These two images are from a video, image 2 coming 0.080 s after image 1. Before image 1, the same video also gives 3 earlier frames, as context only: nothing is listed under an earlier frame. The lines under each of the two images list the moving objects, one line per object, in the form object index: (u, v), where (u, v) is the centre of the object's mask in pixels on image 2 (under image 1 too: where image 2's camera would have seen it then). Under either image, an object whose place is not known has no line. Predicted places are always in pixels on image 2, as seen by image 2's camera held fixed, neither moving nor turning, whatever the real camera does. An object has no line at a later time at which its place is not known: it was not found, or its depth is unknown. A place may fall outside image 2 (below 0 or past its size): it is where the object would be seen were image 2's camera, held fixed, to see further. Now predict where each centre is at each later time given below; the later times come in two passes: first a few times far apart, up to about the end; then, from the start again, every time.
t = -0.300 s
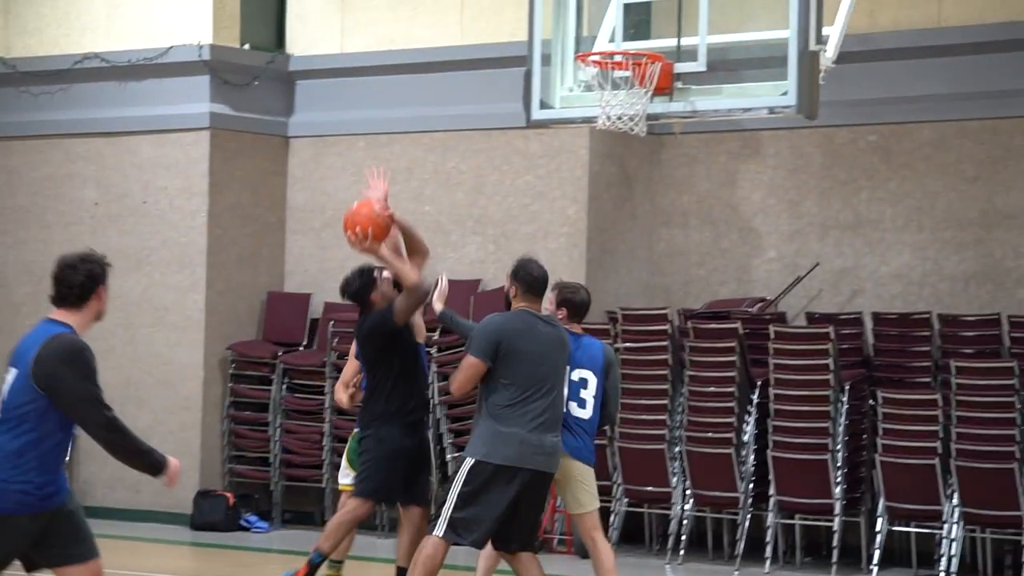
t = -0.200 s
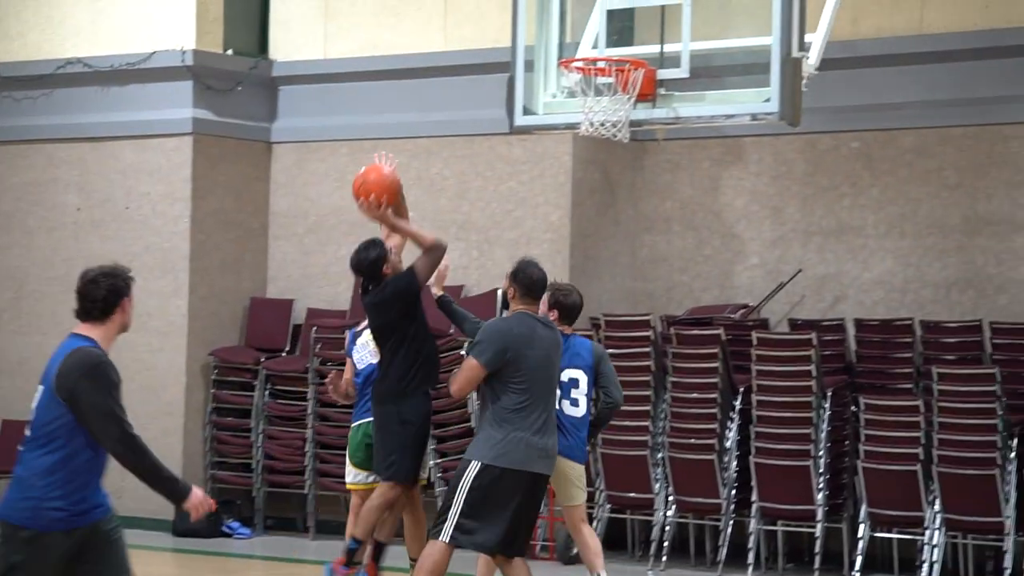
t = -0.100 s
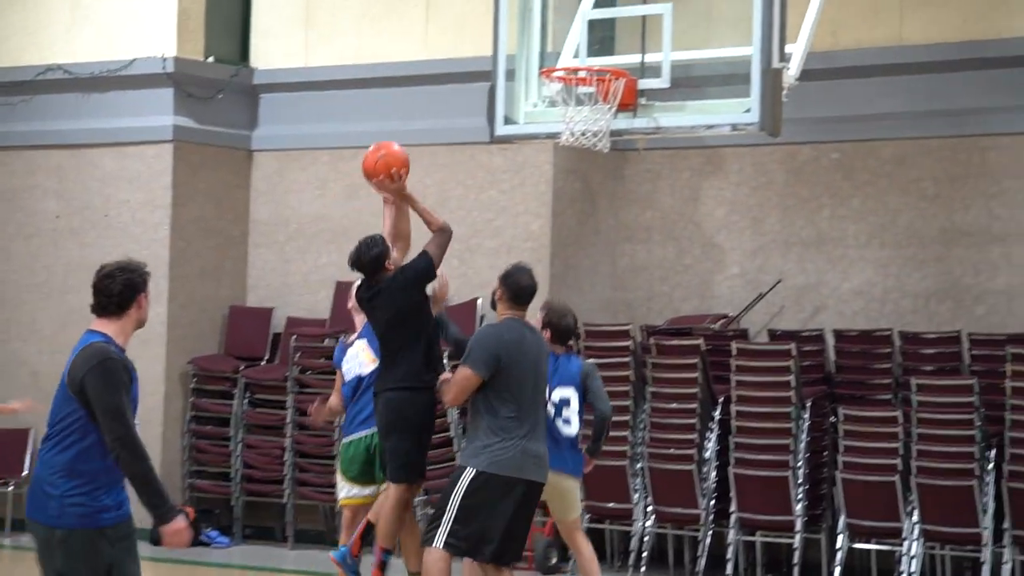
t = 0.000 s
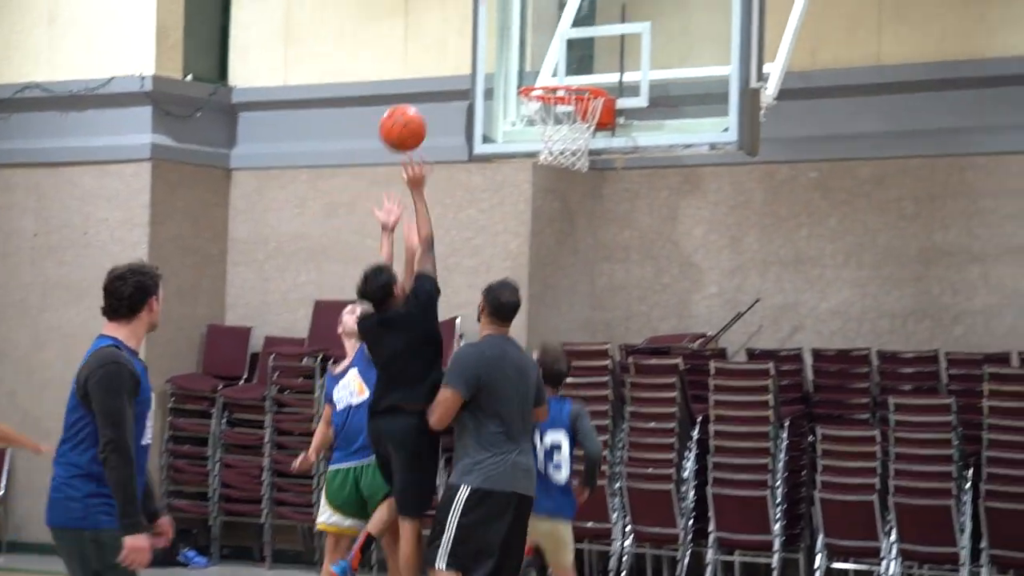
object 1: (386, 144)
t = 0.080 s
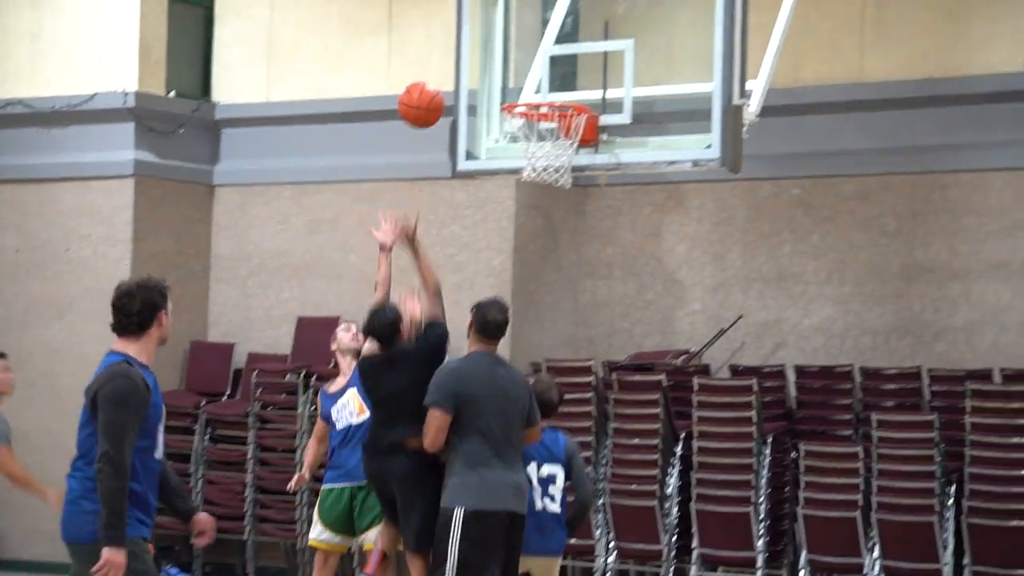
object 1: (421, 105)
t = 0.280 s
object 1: (503, 58)
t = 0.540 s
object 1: (584, 81)
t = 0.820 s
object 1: (564, 85)
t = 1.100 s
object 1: (529, 139)
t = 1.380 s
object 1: (563, 223)
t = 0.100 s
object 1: (429, 97)
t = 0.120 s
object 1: (438, 89)
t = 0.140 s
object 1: (446, 83)
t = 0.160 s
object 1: (454, 77)
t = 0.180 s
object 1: (463, 72)
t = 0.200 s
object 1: (471, 68)
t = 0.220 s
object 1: (479, 64)
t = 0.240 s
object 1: (487, 62)
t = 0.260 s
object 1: (495, 60)
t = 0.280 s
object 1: (503, 58)
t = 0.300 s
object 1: (510, 58)
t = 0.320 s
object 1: (518, 59)
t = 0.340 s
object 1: (525, 60)
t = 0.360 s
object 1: (533, 62)
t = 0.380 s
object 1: (541, 64)
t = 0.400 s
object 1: (548, 67)
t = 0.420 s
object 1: (556, 71)
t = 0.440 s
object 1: (563, 76)
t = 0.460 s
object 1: (569, 80)
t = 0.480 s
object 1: (576, 85)
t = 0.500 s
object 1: (583, 89)
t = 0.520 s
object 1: (585, 86)
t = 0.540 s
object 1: (584, 81)
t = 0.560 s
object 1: (583, 77)
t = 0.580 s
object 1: (582, 74)
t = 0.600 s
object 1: (580, 72)
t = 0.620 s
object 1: (578, 70)
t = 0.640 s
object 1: (577, 69)
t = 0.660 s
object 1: (576, 68)
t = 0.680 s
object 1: (575, 68)
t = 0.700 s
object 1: (574, 68)
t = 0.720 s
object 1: (572, 70)
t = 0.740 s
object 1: (570, 72)
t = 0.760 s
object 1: (569, 75)
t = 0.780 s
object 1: (567, 78)
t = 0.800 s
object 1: (565, 82)
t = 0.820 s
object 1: (564, 85)
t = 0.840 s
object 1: (562, 89)
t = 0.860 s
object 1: (559, 89)
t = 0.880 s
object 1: (555, 89)
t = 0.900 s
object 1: (552, 90)
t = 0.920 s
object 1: (548, 91)
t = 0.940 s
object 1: (544, 92)
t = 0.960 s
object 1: (540, 99)
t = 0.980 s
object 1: (535, 107)
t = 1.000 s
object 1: (533, 112)
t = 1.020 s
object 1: (532, 119)
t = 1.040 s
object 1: (526, 124)
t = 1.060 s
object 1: (526, 127)
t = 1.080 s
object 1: (526, 132)
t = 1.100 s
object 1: (529, 139)
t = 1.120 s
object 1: (531, 145)
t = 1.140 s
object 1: (533, 149)
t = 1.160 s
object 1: (535, 153)
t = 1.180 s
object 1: (539, 157)
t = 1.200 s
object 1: (541, 161)
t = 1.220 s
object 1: (544, 165)
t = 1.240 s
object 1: (546, 170)
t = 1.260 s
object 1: (548, 176)
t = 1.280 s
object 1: (551, 183)
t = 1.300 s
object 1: (554, 190)
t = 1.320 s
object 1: (556, 198)
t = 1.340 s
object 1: (558, 205)
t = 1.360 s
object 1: (560, 214)
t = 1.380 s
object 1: (563, 223)
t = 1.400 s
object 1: (565, 234)
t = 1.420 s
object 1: (567, 245)
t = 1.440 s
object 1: (570, 257)
